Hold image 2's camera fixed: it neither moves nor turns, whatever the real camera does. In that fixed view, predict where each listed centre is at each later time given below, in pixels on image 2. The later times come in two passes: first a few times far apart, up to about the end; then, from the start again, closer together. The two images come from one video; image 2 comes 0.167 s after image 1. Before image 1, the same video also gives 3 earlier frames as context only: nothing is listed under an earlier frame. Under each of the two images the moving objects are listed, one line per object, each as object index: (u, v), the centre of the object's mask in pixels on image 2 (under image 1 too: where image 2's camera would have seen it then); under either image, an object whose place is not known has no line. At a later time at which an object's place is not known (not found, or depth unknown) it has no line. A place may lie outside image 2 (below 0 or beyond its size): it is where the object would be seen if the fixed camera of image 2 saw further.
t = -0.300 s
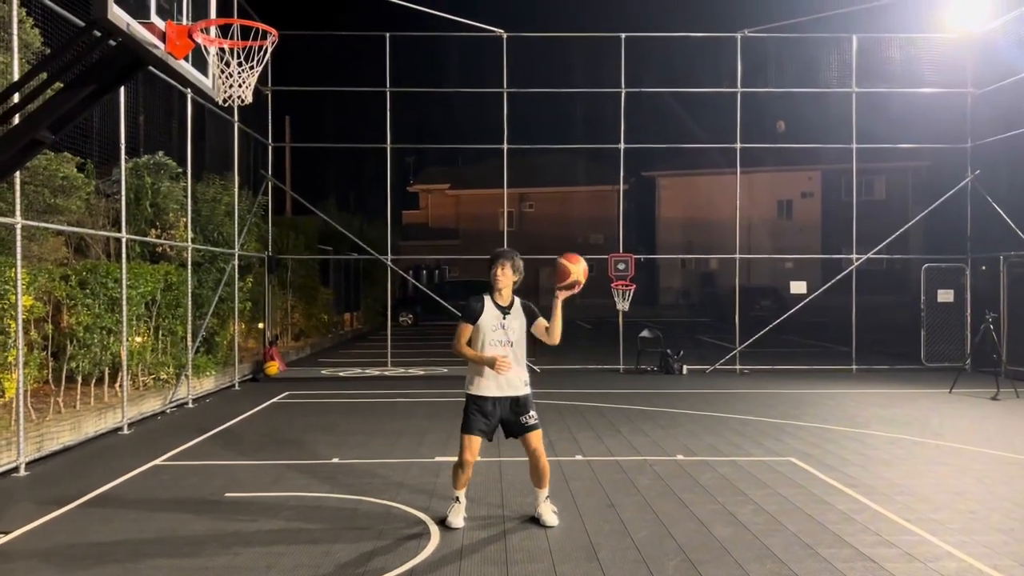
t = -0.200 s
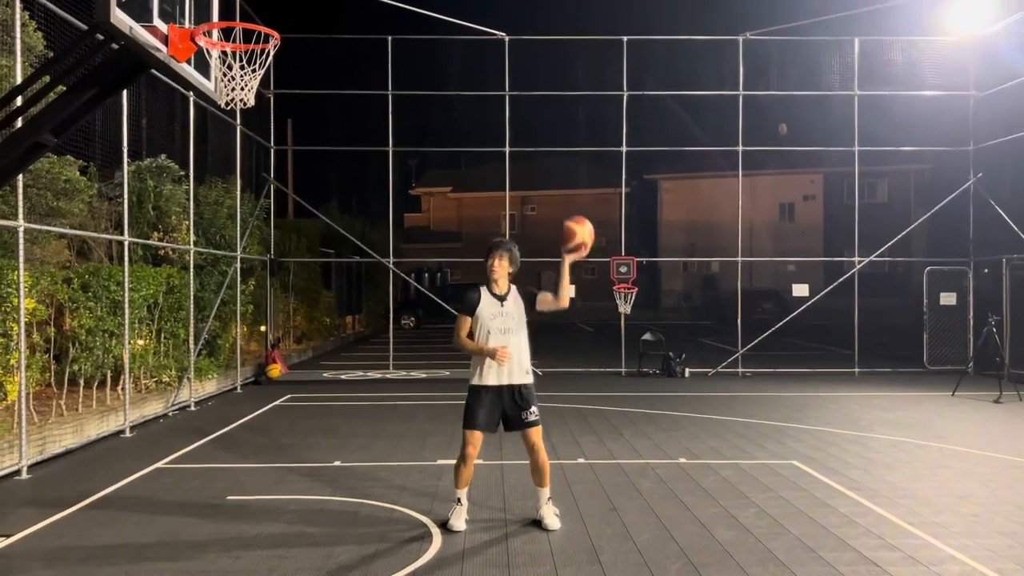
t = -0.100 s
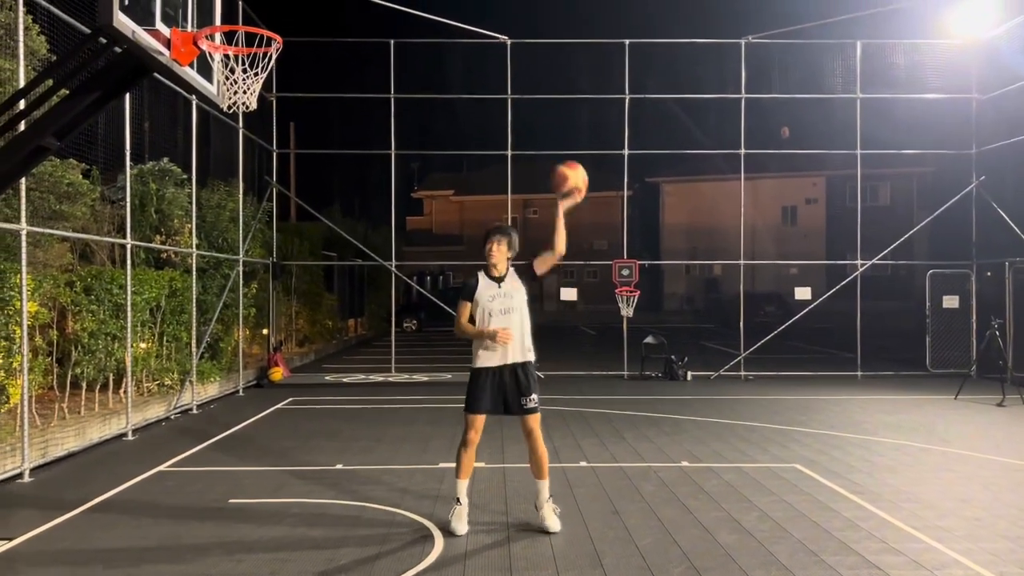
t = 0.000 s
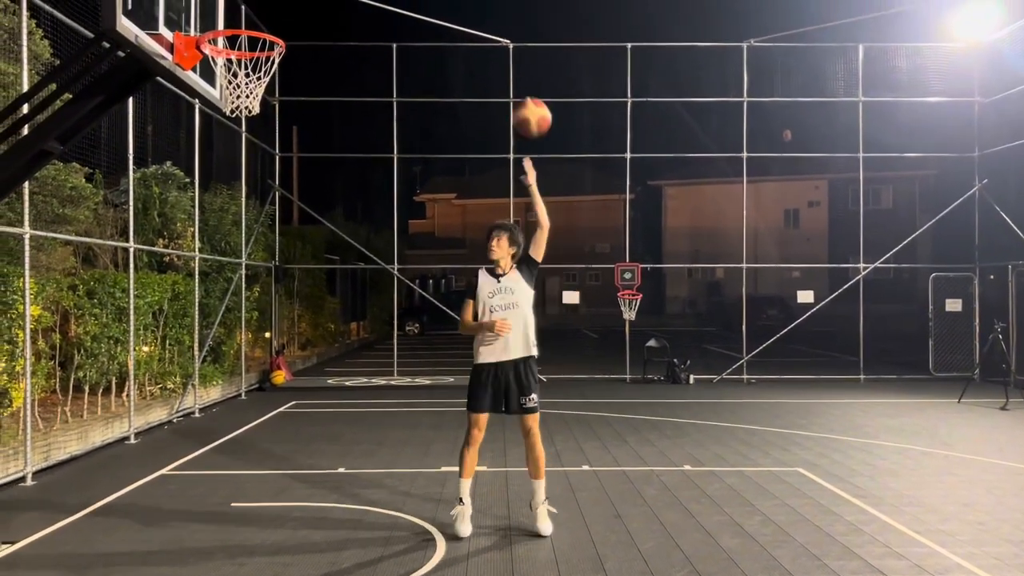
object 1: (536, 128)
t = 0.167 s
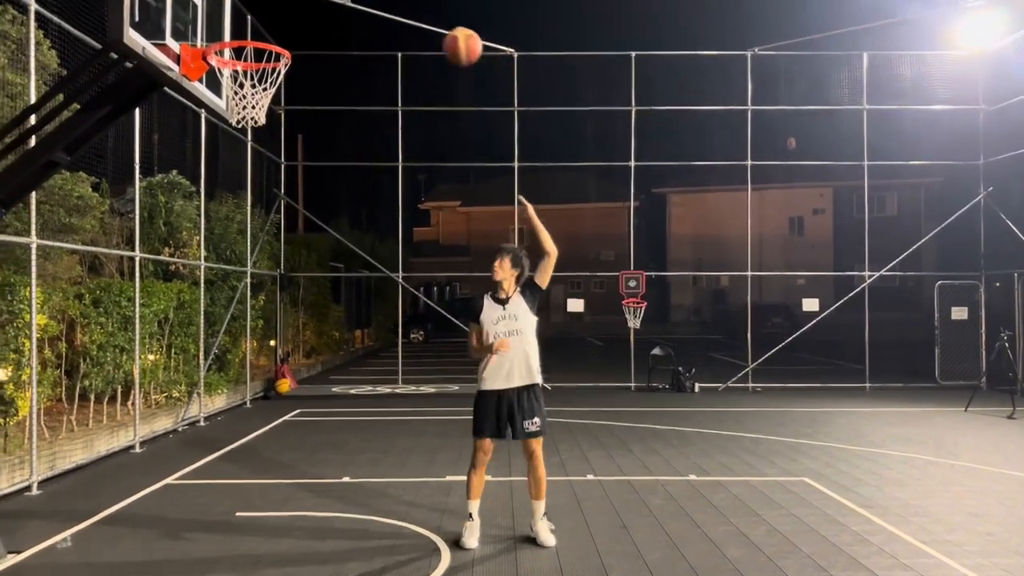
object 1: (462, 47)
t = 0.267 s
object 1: (418, 18)
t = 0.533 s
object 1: (303, 16)
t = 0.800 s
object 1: (232, 66)
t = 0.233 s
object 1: (433, 26)
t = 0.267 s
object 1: (418, 18)
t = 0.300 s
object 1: (404, 12)
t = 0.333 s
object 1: (389, 8)
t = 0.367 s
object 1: (375, 5)
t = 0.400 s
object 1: (360, 3)
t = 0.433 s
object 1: (346, 4)
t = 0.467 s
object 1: (331, 6)
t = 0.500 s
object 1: (317, 11)
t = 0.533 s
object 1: (303, 16)
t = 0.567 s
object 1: (289, 23)
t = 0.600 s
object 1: (275, 30)
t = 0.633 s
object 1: (262, 42)
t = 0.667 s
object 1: (250, 50)
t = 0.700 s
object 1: (244, 51)
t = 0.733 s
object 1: (241, 55)
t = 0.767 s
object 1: (237, 60)
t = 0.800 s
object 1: (232, 66)
